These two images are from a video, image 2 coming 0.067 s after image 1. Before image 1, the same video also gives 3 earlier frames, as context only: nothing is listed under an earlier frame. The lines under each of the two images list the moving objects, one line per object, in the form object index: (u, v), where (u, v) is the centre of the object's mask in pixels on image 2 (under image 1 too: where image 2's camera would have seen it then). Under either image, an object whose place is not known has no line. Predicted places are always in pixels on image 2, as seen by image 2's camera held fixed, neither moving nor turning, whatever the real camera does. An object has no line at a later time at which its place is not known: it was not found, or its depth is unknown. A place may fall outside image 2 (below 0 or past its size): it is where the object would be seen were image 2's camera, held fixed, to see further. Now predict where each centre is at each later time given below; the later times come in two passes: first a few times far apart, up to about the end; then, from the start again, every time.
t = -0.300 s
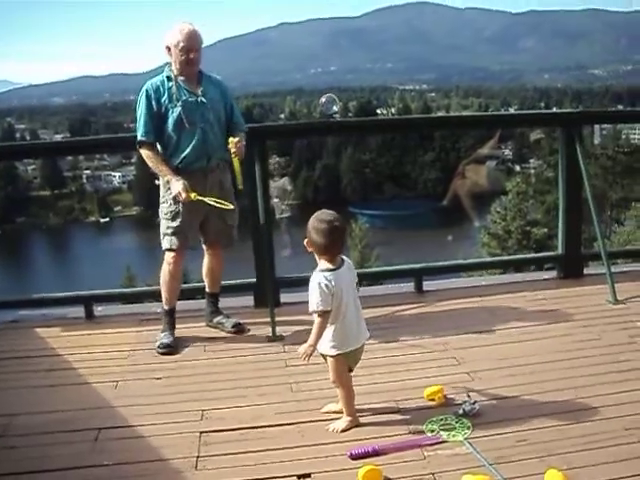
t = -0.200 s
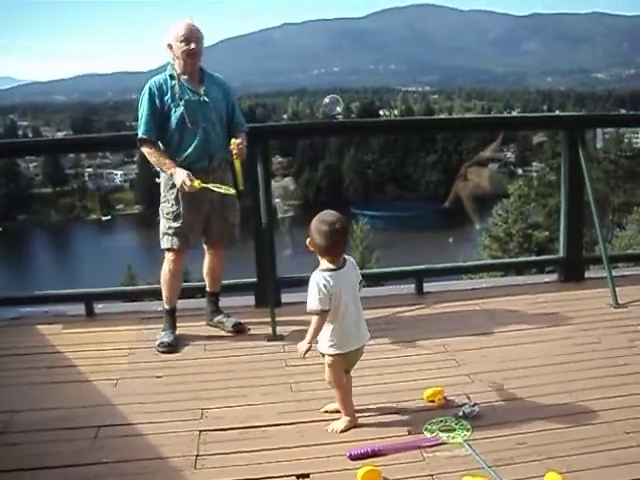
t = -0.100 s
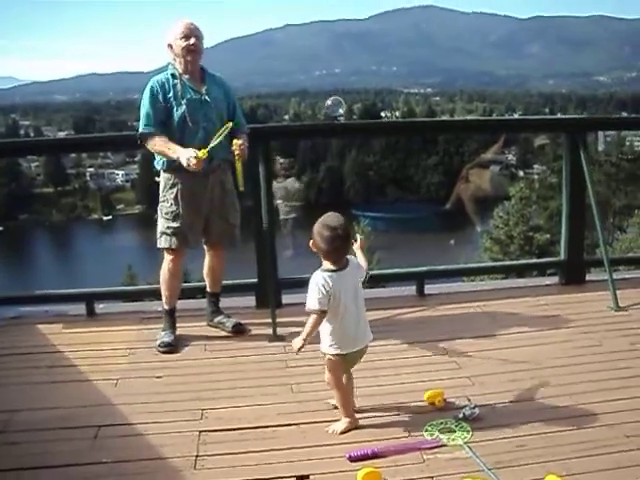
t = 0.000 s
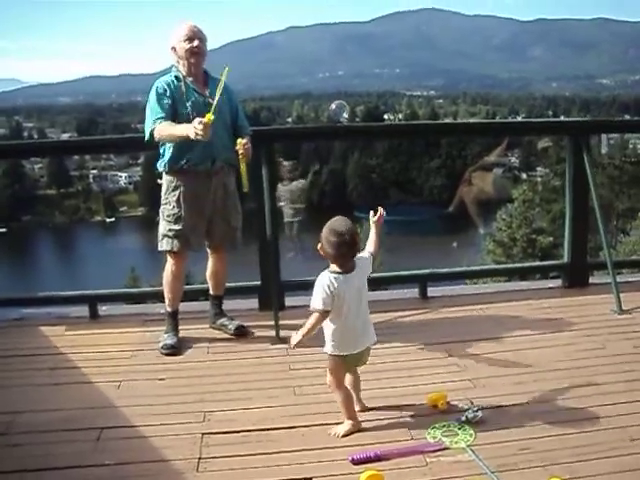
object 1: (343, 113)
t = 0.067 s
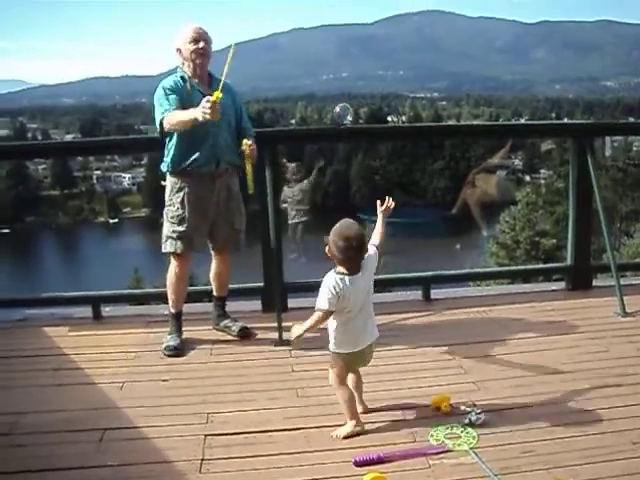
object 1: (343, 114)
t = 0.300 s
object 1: (343, 119)
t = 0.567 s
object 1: (339, 129)
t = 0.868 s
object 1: (331, 140)
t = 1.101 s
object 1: (325, 148)
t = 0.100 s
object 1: (343, 115)
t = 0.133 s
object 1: (344, 115)
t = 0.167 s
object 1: (344, 116)
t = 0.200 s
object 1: (344, 116)
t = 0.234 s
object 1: (344, 117)
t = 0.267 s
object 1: (344, 118)
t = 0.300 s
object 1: (343, 119)
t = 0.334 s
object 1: (343, 121)
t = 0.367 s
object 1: (343, 122)
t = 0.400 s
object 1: (343, 123)
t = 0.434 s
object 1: (342, 124)
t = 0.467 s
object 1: (341, 125)
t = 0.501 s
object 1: (341, 126)
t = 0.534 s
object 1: (340, 128)
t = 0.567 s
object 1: (339, 129)
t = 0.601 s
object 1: (339, 130)
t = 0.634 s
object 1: (338, 131)
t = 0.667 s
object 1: (337, 132)
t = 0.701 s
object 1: (336, 134)
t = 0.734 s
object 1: (335, 135)
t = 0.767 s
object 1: (334, 136)
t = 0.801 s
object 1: (333, 137)
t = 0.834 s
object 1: (332, 139)
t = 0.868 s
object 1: (331, 140)
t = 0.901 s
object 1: (330, 141)
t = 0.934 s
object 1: (329, 142)
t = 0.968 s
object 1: (329, 143)
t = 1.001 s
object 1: (328, 144)
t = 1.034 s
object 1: (327, 146)
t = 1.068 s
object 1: (326, 147)
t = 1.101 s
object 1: (325, 148)
